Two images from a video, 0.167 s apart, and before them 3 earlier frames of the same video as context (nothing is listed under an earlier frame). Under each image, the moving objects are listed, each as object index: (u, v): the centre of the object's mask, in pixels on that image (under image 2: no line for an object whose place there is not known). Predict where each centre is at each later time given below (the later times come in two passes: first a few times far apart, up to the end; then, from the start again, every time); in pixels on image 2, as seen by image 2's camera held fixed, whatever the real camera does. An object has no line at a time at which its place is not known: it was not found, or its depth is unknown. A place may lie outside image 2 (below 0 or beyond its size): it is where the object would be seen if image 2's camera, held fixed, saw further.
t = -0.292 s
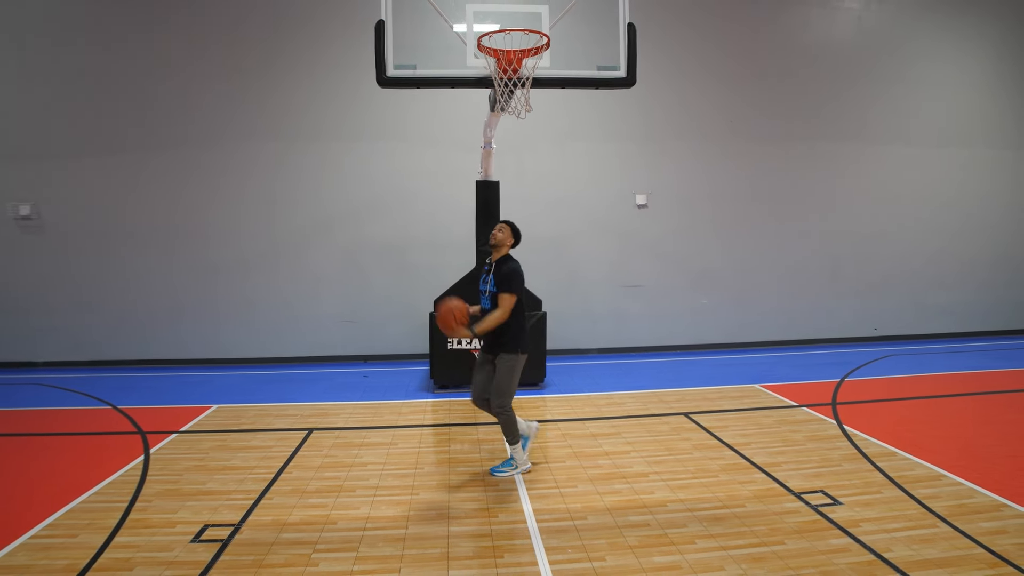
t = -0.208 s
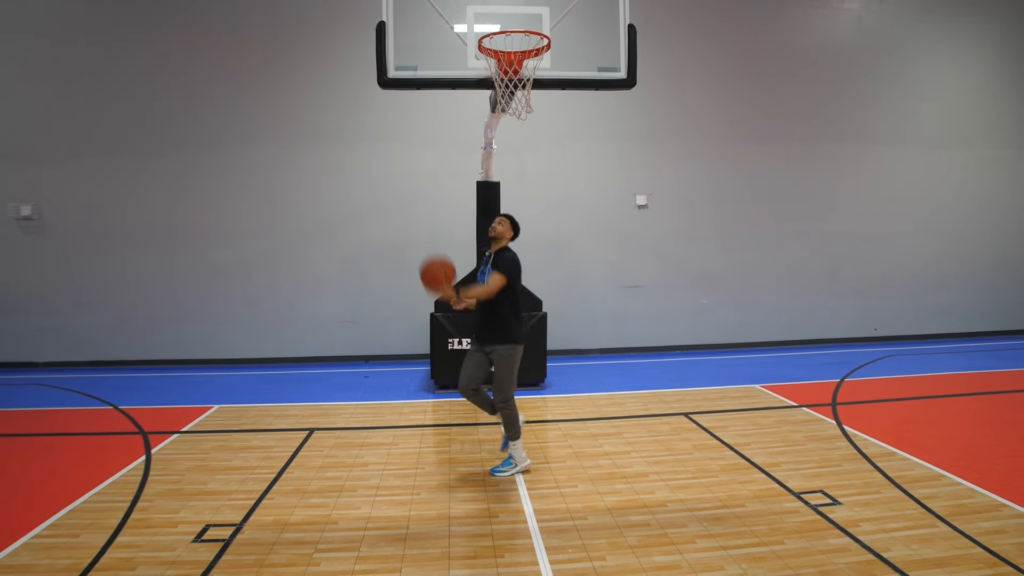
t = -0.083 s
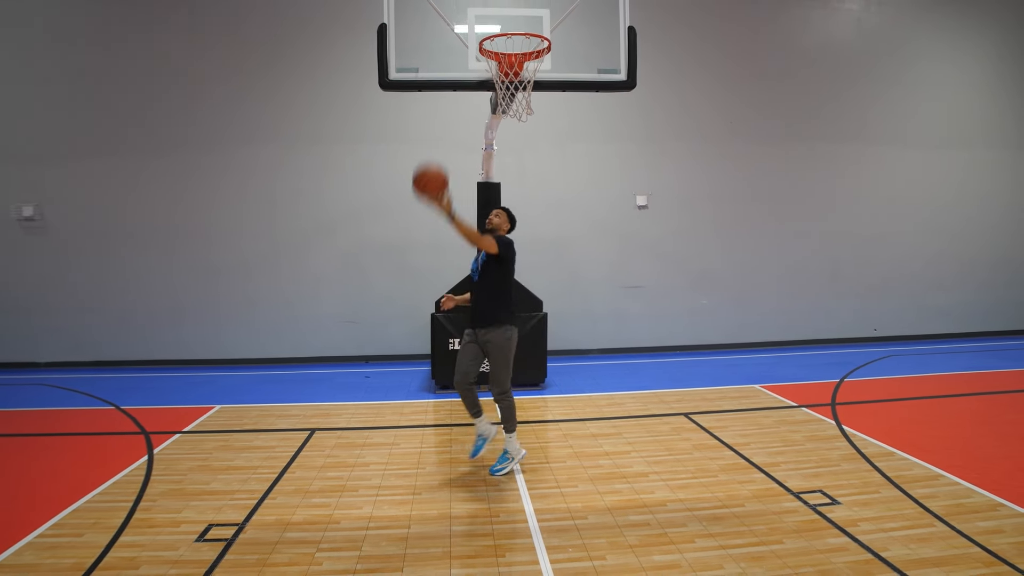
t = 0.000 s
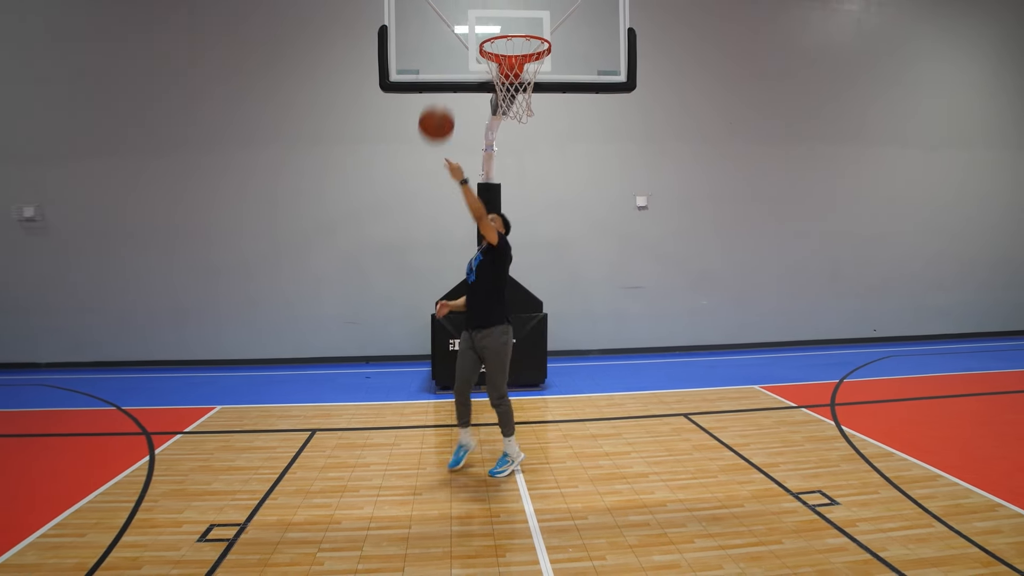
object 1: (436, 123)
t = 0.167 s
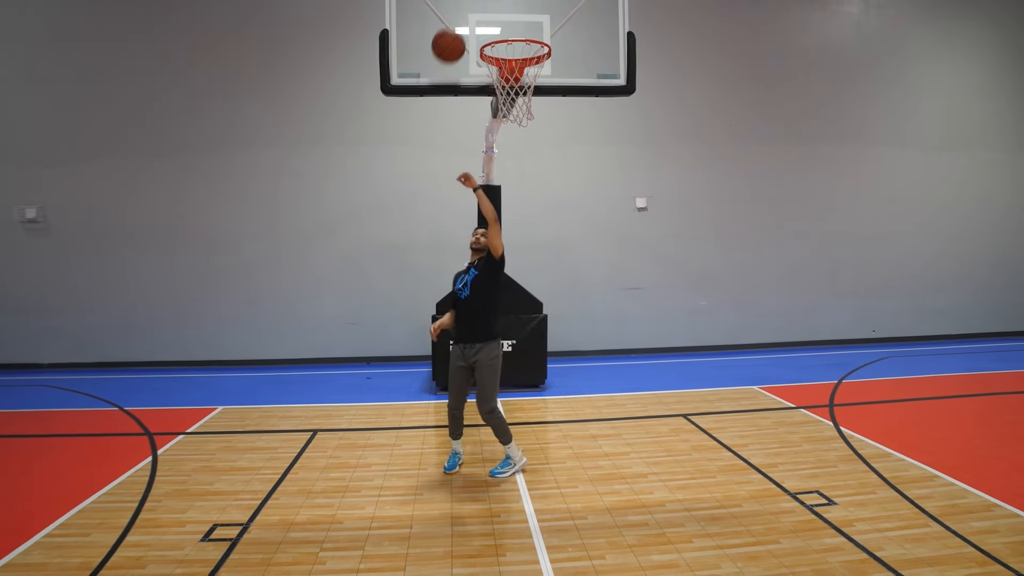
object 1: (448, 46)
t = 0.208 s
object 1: (451, 33)
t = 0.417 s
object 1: (475, 8)
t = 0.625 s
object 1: (511, 36)
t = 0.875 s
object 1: (537, 121)
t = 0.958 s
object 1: (541, 159)
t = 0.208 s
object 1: (451, 33)
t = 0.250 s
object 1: (454, 22)
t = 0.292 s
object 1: (457, 14)
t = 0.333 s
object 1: (462, 10)
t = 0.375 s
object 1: (468, 8)
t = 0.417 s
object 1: (475, 8)
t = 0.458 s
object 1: (482, 8)
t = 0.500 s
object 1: (489, 10)
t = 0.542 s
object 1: (496, 16)
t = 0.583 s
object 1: (504, 24)
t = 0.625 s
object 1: (511, 36)
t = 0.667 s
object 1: (519, 50)
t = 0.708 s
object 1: (526, 69)
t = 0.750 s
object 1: (532, 83)
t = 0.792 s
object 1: (535, 95)
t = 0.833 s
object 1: (536, 105)
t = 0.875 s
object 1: (537, 121)
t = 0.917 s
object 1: (539, 138)
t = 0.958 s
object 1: (541, 159)
